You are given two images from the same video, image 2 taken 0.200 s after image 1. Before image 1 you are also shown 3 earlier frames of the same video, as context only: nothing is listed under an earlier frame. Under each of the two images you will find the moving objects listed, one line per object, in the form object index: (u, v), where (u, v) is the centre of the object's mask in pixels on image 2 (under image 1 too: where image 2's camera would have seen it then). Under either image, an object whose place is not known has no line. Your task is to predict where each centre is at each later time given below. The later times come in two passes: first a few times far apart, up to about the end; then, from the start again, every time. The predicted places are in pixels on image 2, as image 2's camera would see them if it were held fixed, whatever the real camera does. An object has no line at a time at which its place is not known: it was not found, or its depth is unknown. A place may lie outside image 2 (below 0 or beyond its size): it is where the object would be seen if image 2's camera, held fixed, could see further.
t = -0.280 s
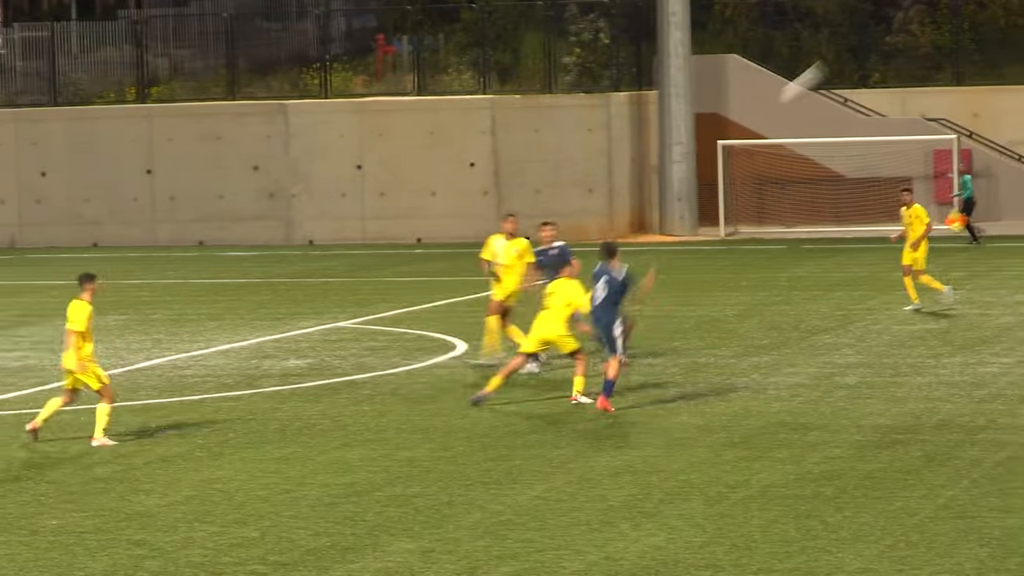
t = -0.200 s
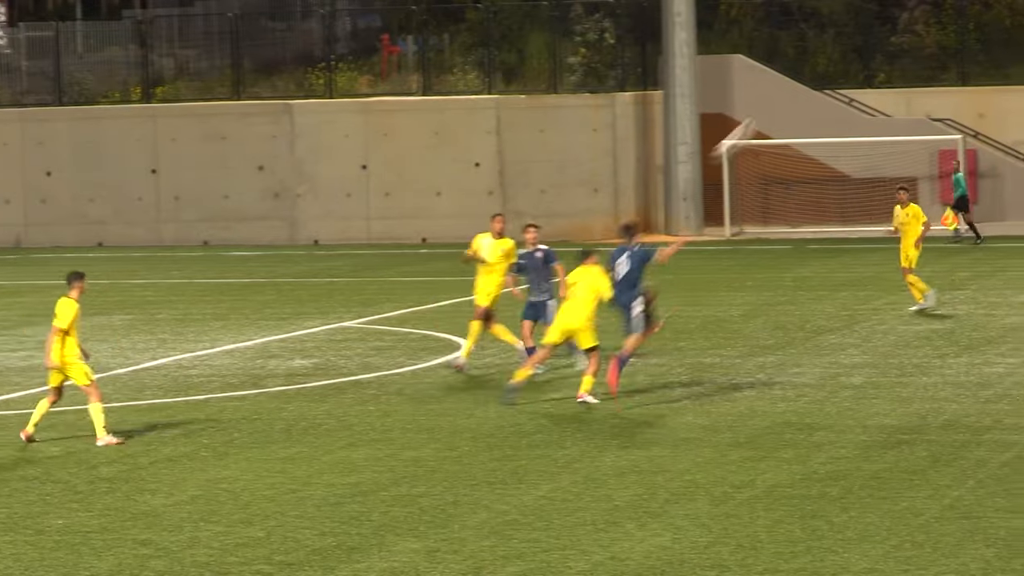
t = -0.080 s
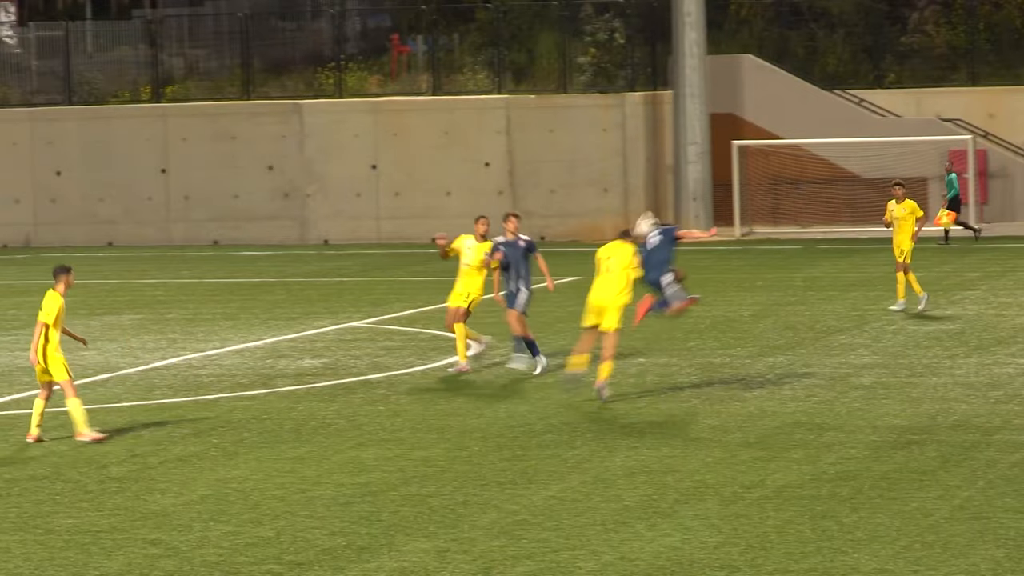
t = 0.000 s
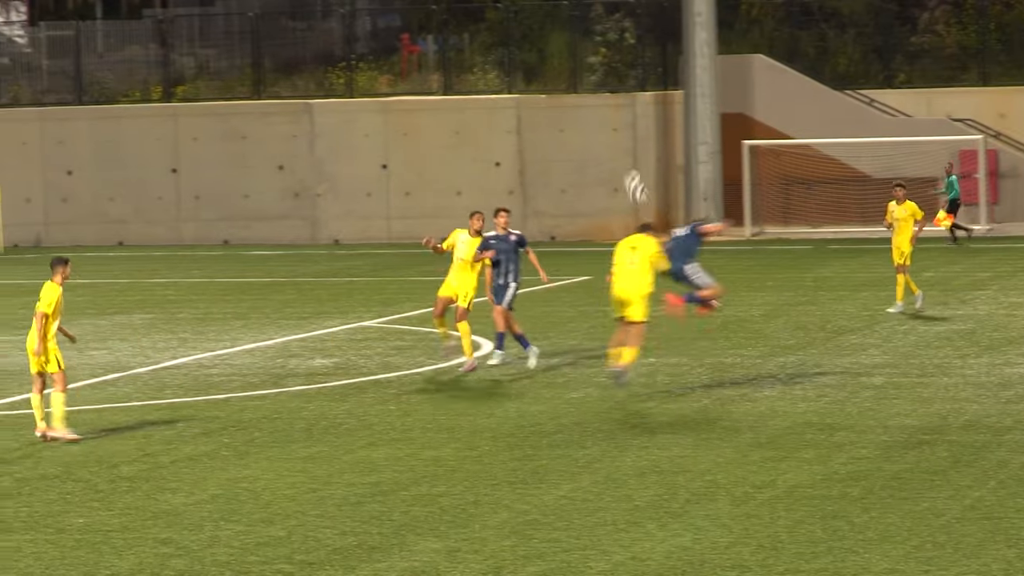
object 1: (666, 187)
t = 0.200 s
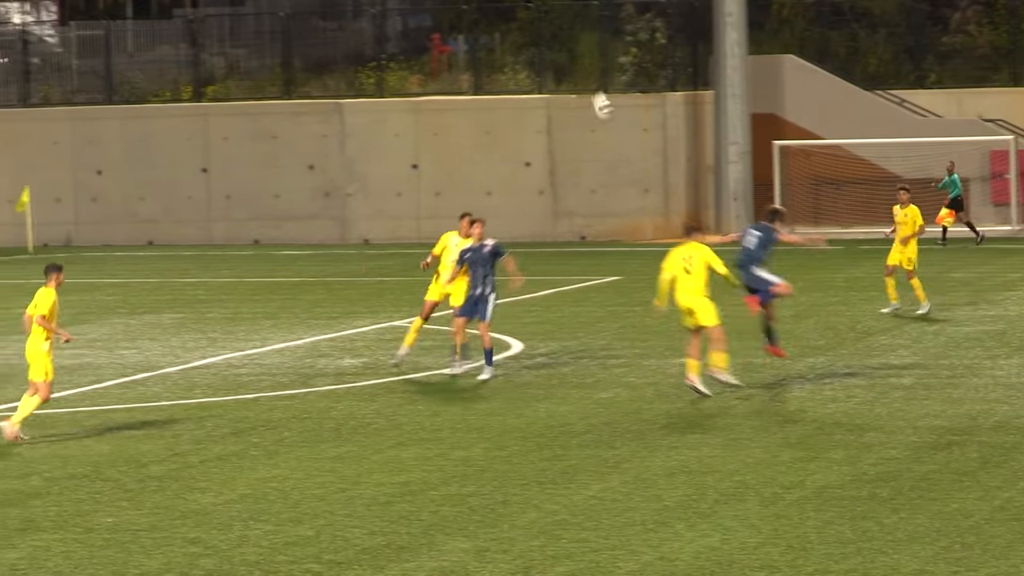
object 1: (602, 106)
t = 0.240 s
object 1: (589, 93)
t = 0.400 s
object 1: (542, 61)
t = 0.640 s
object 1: (475, 54)
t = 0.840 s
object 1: (421, 83)
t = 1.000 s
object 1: (379, 131)
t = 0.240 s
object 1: (589, 93)
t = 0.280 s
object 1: (577, 84)
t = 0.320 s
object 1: (567, 76)
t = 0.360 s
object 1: (553, 67)
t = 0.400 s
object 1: (542, 61)
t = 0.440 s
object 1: (531, 57)
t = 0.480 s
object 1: (519, 53)
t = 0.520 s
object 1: (508, 51)
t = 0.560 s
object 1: (497, 50)
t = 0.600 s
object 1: (485, 51)
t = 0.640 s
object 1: (475, 54)
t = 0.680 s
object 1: (464, 57)
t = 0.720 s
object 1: (452, 61)
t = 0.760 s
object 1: (442, 67)
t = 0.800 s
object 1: (432, 75)
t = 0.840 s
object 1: (421, 83)
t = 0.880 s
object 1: (411, 92)
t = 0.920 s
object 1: (400, 104)
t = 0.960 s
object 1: (389, 117)
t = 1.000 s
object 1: (379, 131)
